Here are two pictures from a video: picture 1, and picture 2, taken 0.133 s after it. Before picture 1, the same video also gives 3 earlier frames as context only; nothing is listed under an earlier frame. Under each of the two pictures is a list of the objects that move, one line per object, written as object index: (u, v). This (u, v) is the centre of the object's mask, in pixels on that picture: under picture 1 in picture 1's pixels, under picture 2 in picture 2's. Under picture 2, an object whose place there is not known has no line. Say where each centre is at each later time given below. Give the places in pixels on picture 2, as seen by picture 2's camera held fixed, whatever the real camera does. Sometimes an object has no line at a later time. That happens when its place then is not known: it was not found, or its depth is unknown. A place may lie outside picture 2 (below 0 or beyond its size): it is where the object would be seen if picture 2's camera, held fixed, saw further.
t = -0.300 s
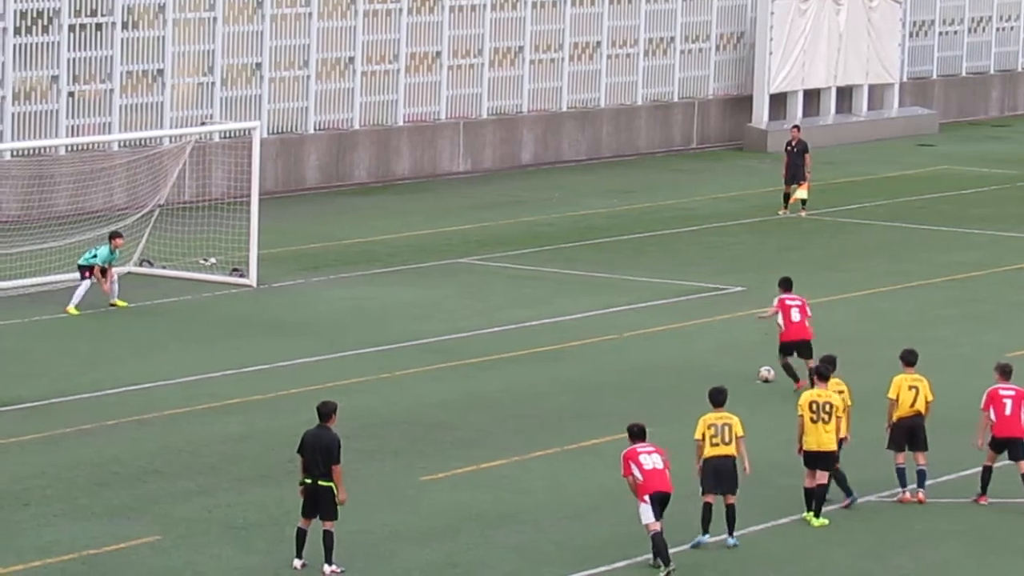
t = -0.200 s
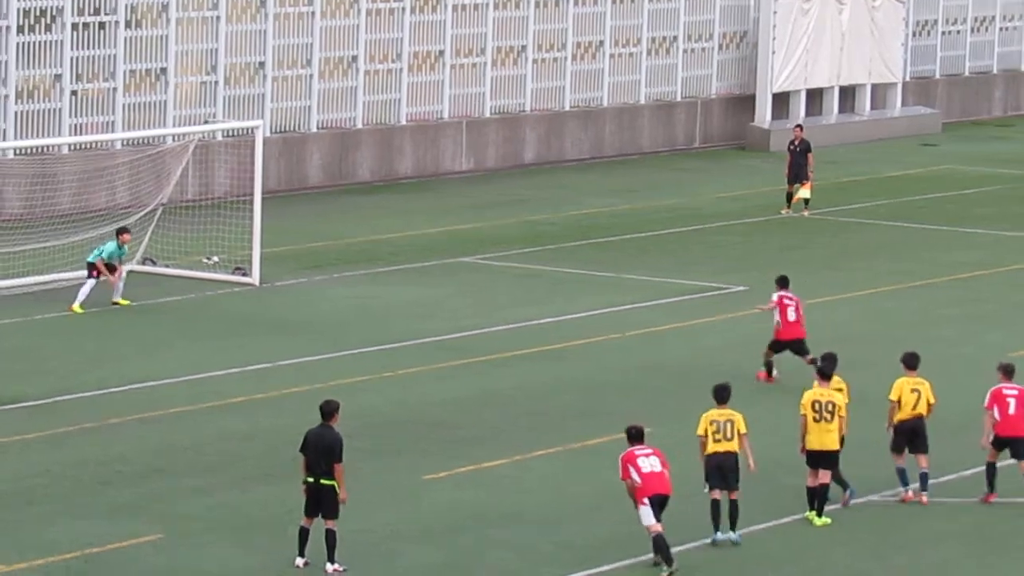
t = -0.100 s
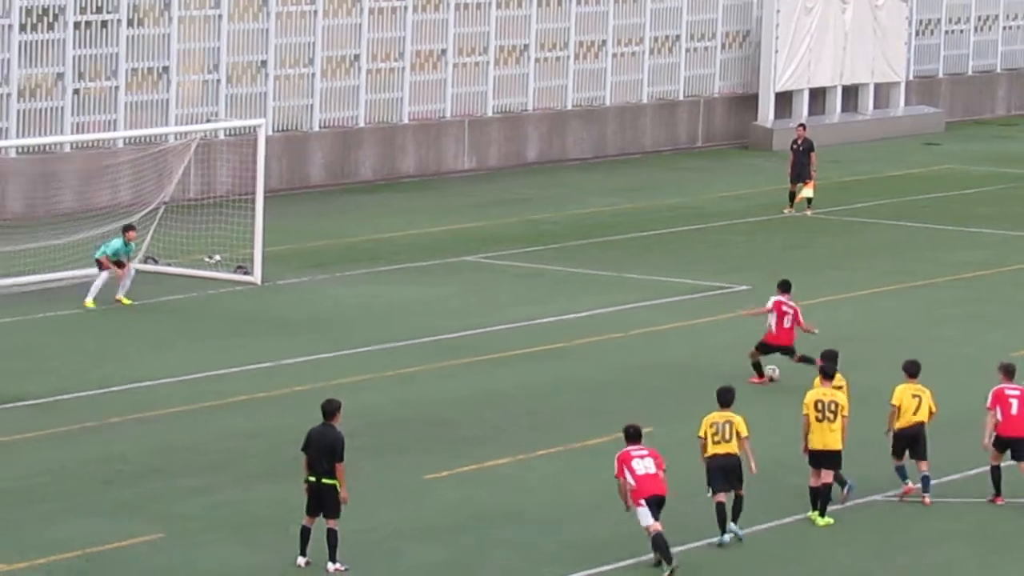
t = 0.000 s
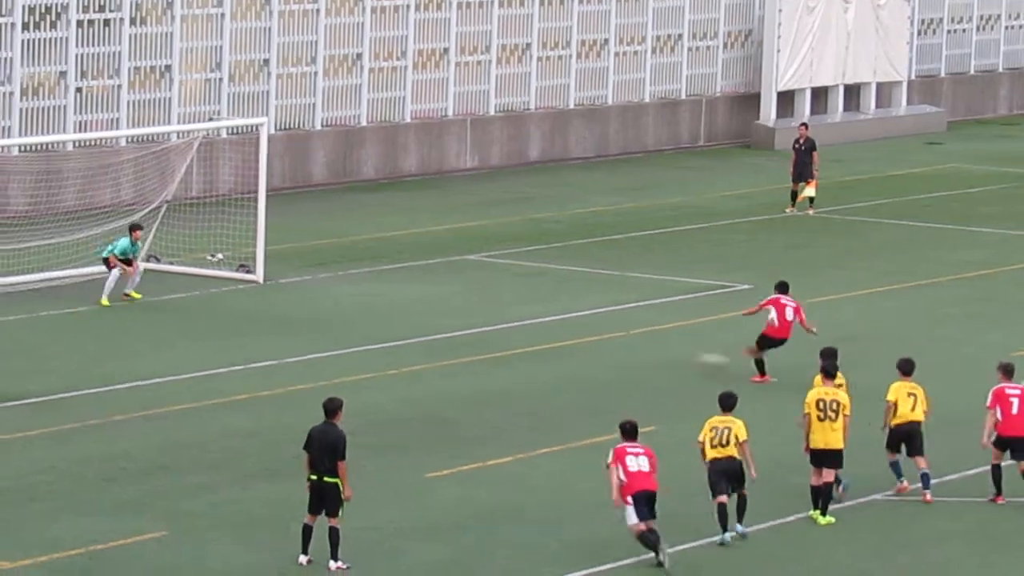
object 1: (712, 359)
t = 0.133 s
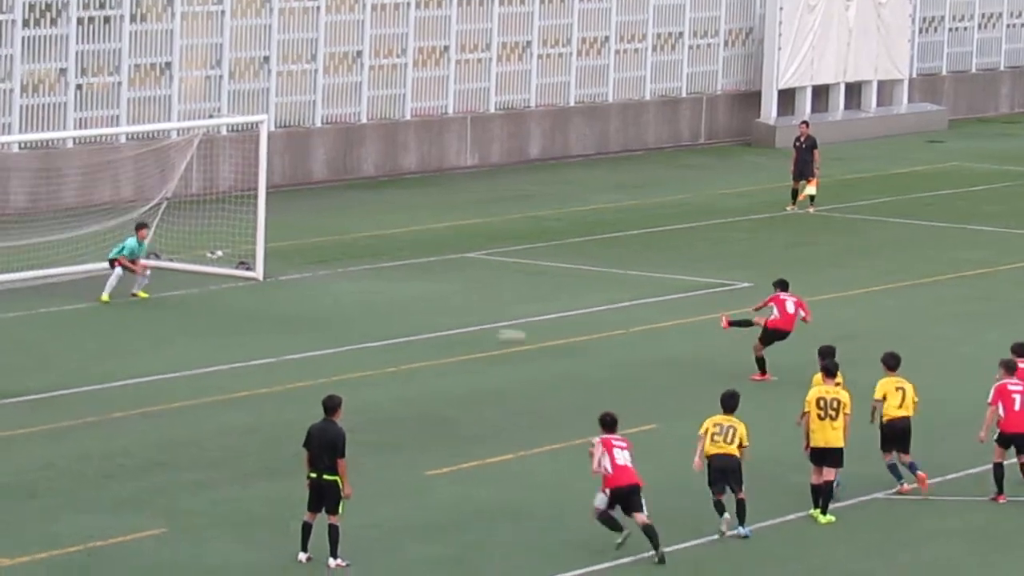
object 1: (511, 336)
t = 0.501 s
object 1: (57, 306)
